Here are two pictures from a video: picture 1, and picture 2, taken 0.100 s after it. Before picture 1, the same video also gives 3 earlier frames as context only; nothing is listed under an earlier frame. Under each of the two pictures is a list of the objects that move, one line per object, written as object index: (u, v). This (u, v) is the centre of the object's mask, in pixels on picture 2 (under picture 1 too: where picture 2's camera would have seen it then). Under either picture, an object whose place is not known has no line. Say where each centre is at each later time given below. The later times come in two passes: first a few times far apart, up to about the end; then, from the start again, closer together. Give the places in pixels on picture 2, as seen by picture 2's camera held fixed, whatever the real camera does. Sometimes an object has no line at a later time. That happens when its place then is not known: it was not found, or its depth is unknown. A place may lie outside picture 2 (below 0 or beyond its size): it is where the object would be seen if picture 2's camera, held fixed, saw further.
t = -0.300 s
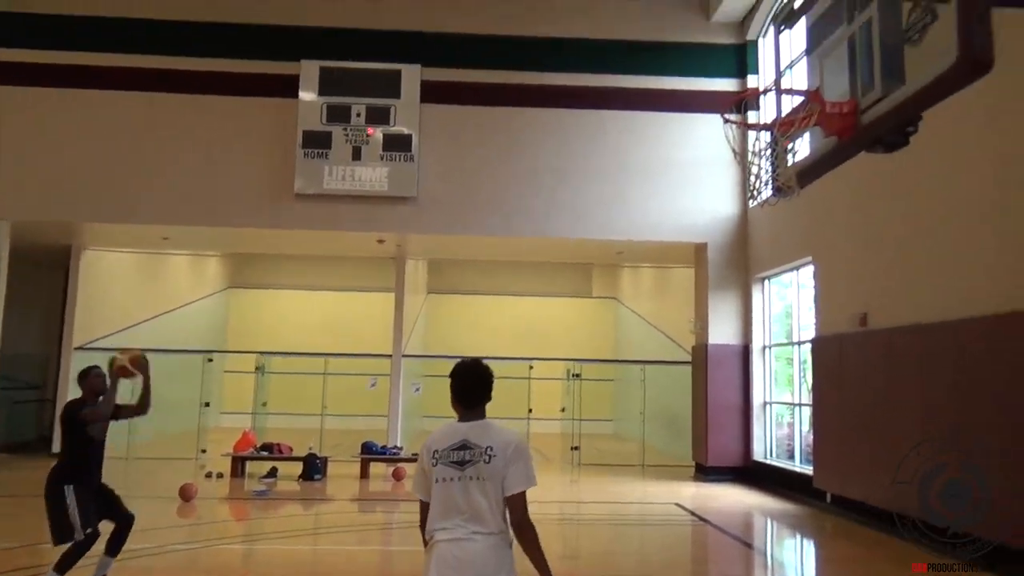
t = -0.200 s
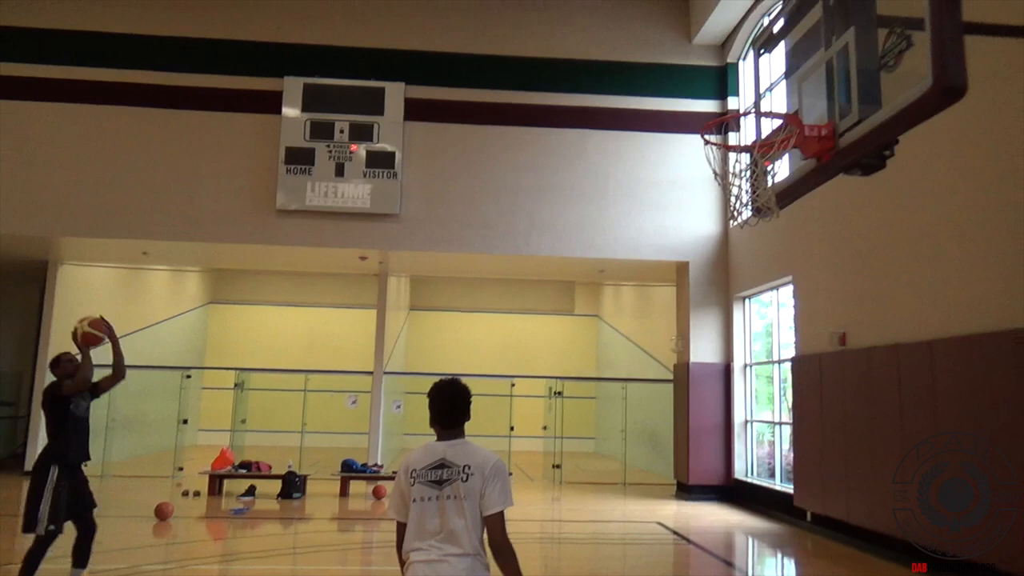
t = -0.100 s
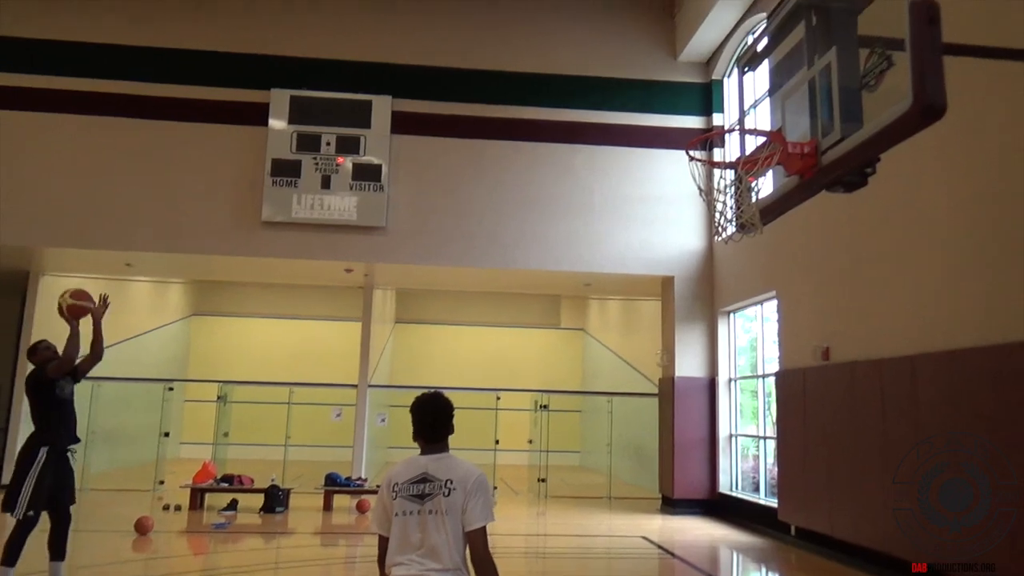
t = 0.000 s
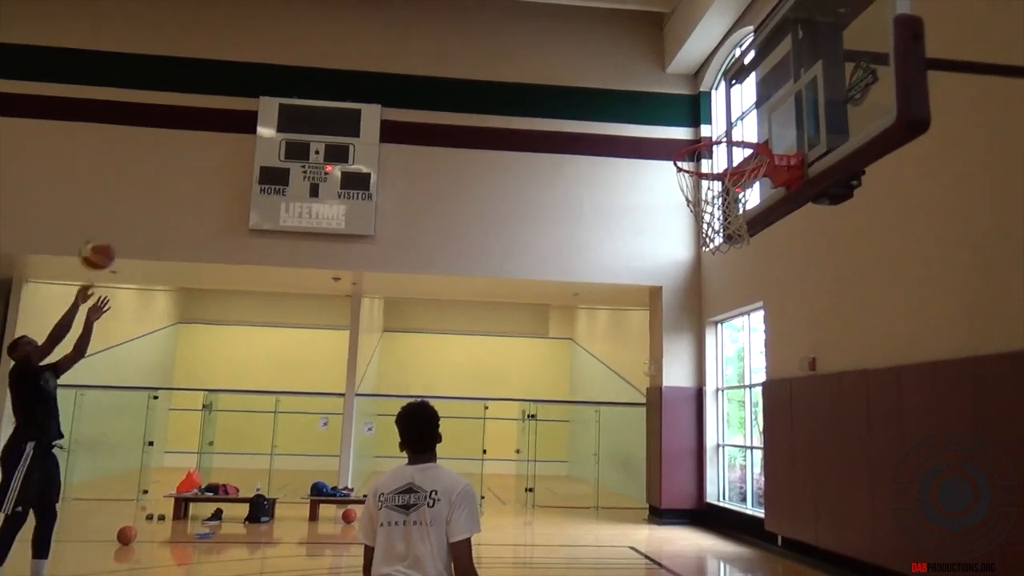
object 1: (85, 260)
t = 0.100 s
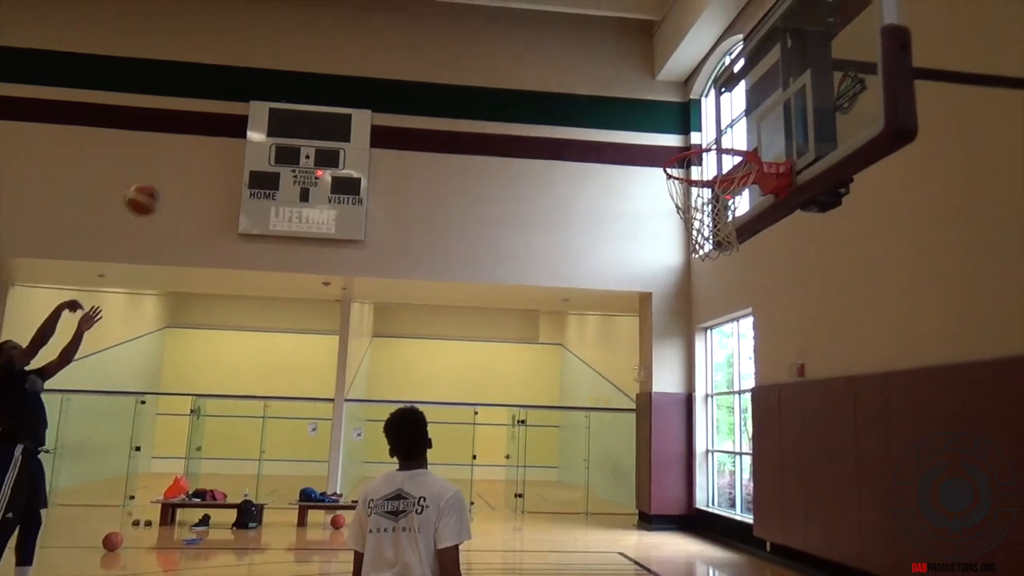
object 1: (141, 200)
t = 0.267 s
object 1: (238, 122)
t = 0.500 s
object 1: (384, 65)
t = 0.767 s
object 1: (582, 87)
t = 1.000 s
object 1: (700, 227)
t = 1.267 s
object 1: (639, 274)
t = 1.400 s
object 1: (612, 340)
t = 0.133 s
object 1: (161, 182)
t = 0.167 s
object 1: (180, 166)
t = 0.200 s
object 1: (198, 149)
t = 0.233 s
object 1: (219, 134)
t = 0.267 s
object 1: (238, 122)
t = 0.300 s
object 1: (259, 109)
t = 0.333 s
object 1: (279, 99)
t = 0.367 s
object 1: (299, 89)
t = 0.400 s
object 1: (319, 83)
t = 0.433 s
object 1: (340, 76)
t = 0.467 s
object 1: (361, 70)
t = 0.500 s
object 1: (384, 65)
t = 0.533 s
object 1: (406, 61)
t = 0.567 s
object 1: (429, 61)
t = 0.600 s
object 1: (453, 61)
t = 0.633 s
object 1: (477, 62)
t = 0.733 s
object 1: (554, 78)
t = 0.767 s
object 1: (582, 87)
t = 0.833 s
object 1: (642, 112)
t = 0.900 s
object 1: (705, 144)
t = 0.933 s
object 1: (731, 172)
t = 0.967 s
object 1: (714, 200)
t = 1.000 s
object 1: (700, 227)
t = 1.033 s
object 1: (688, 234)
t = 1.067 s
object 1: (679, 235)
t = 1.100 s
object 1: (672, 236)
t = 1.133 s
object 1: (666, 240)
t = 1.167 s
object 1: (659, 246)
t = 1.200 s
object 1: (652, 253)
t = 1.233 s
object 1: (646, 263)
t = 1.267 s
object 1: (639, 274)
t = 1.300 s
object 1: (632, 288)
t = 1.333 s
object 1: (625, 303)
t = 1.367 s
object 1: (619, 320)
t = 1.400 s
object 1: (612, 340)
